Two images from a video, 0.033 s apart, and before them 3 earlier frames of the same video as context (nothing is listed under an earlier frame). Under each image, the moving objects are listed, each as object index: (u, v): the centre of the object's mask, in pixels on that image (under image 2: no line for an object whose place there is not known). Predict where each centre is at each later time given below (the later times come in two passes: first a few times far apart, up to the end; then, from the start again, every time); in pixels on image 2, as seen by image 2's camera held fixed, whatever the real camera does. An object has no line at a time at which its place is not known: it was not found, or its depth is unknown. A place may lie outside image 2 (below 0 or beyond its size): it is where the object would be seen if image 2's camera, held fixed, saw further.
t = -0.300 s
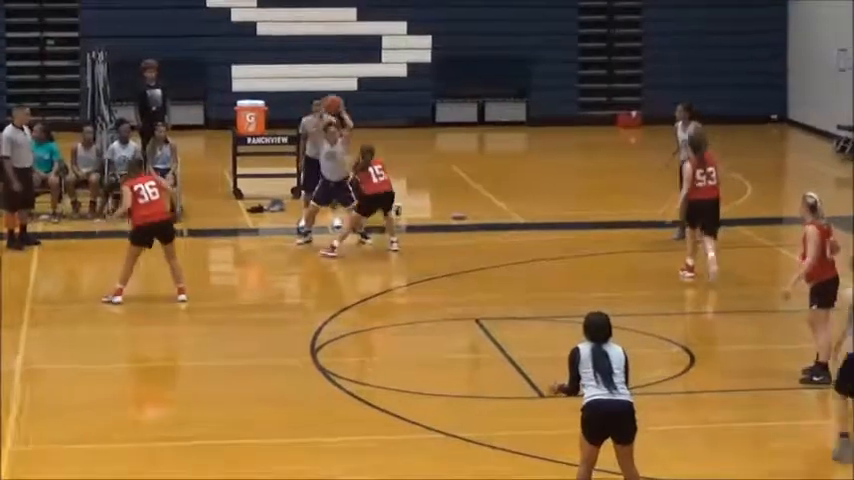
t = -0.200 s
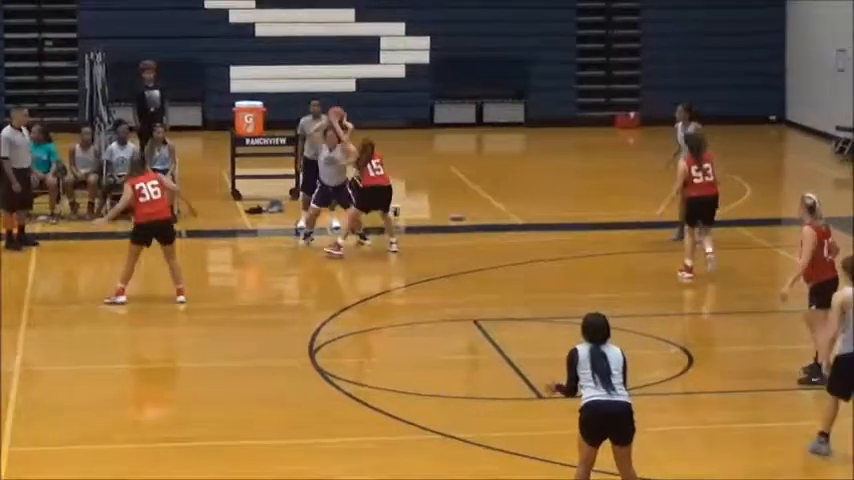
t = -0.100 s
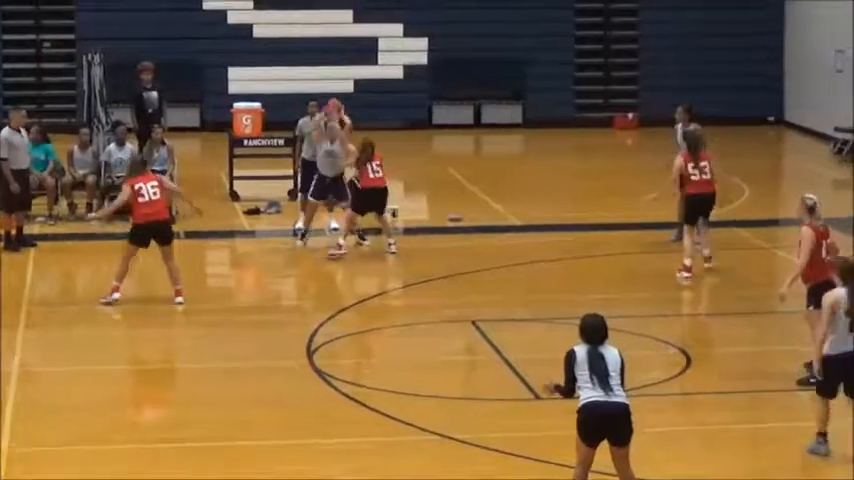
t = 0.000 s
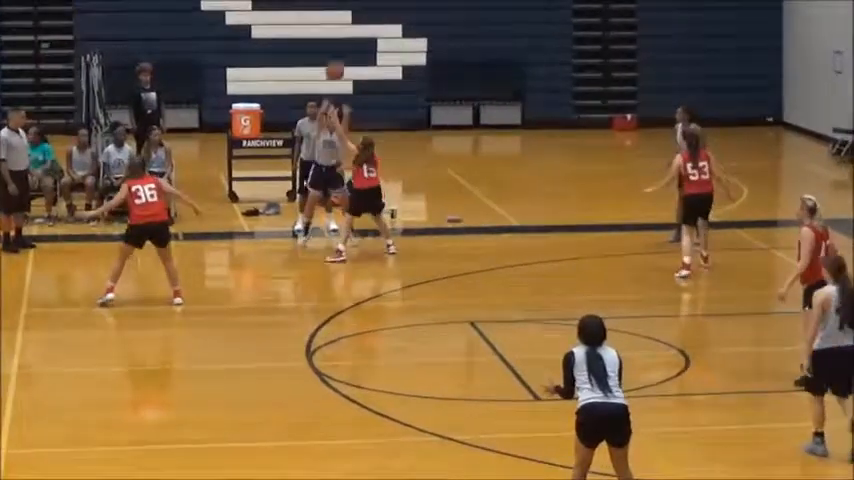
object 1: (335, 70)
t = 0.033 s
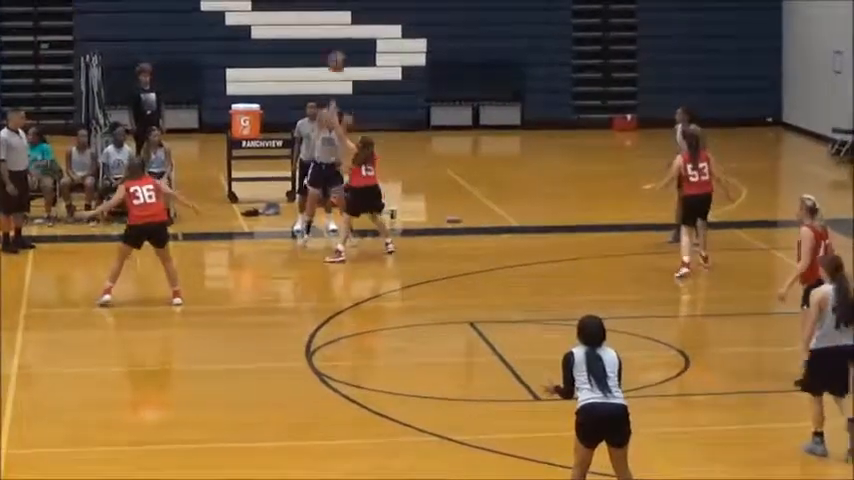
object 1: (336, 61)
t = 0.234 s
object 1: (350, 21)
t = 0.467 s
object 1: (370, 13)
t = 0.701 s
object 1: (391, 64)
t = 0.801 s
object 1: (401, 105)
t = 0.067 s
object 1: (338, 52)
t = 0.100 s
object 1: (341, 47)
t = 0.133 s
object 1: (344, 36)
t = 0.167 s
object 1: (345, 33)
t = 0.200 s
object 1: (347, 26)
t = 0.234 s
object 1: (350, 21)
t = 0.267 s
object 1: (353, 17)
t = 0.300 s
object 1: (356, 14)
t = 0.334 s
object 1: (359, 12)
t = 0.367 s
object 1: (360, 12)
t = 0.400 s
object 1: (363, 11)
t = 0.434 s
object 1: (366, 11)
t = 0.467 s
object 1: (370, 13)
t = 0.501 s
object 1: (373, 15)
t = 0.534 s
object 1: (375, 19)
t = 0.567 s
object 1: (379, 25)
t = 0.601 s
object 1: (381, 33)
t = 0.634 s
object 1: (384, 42)
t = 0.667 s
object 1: (388, 51)
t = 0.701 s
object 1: (391, 64)
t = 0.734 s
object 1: (396, 76)
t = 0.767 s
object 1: (398, 91)
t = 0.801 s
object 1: (401, 105)
